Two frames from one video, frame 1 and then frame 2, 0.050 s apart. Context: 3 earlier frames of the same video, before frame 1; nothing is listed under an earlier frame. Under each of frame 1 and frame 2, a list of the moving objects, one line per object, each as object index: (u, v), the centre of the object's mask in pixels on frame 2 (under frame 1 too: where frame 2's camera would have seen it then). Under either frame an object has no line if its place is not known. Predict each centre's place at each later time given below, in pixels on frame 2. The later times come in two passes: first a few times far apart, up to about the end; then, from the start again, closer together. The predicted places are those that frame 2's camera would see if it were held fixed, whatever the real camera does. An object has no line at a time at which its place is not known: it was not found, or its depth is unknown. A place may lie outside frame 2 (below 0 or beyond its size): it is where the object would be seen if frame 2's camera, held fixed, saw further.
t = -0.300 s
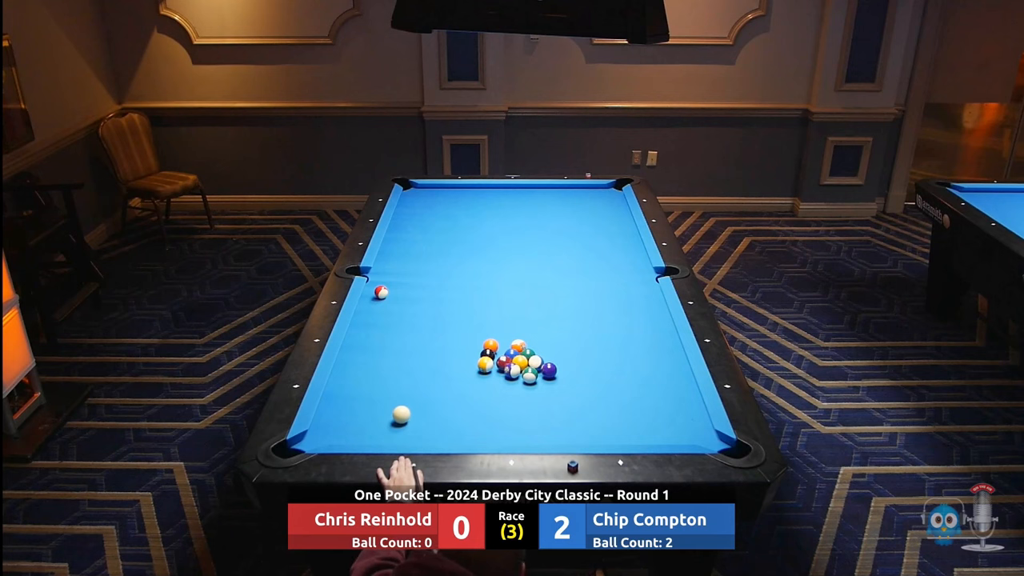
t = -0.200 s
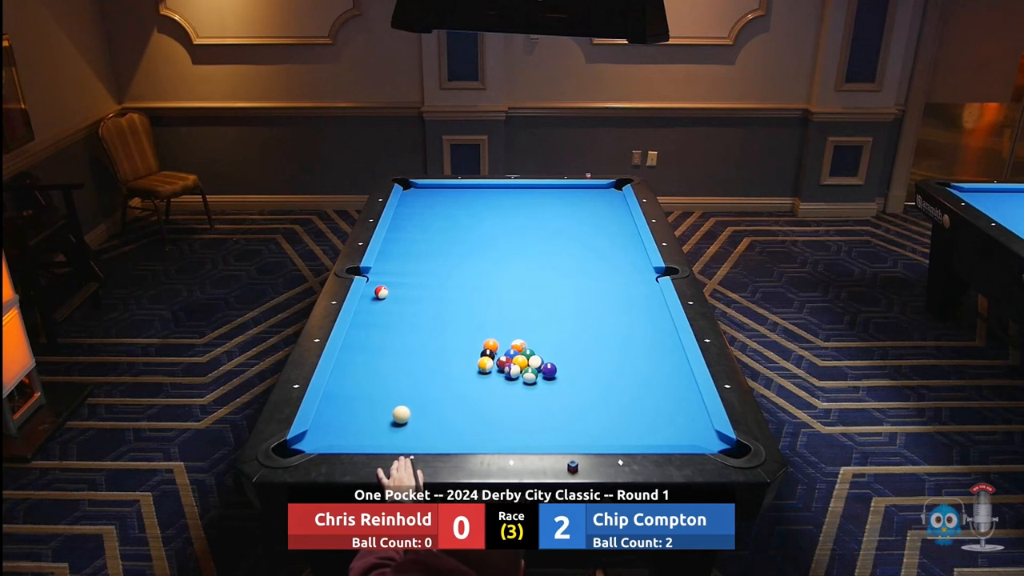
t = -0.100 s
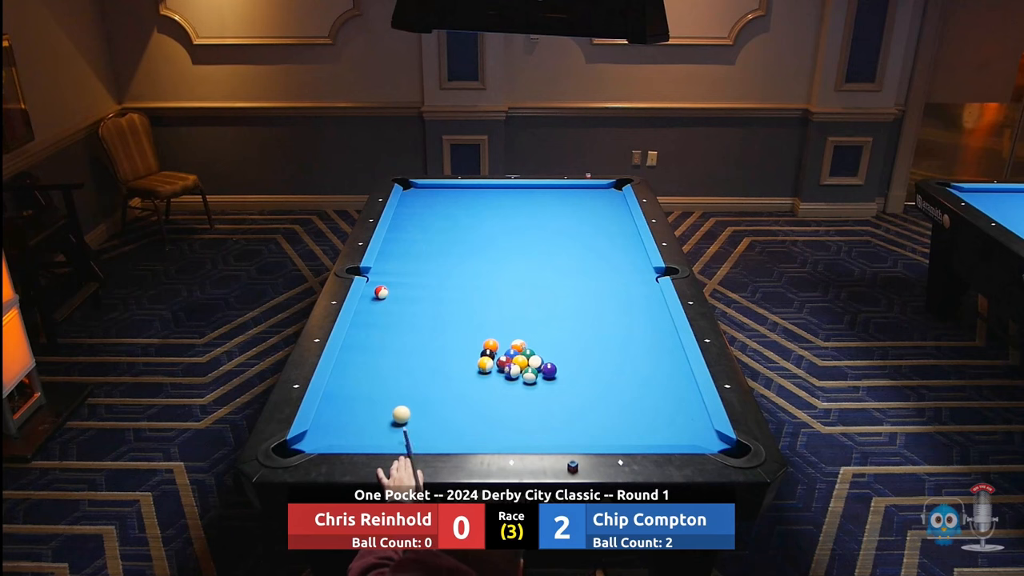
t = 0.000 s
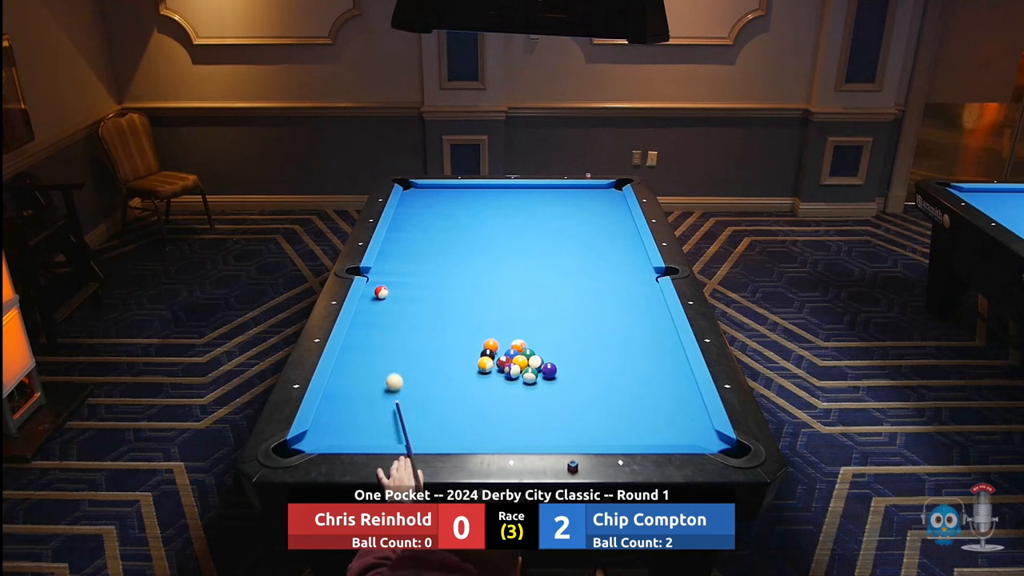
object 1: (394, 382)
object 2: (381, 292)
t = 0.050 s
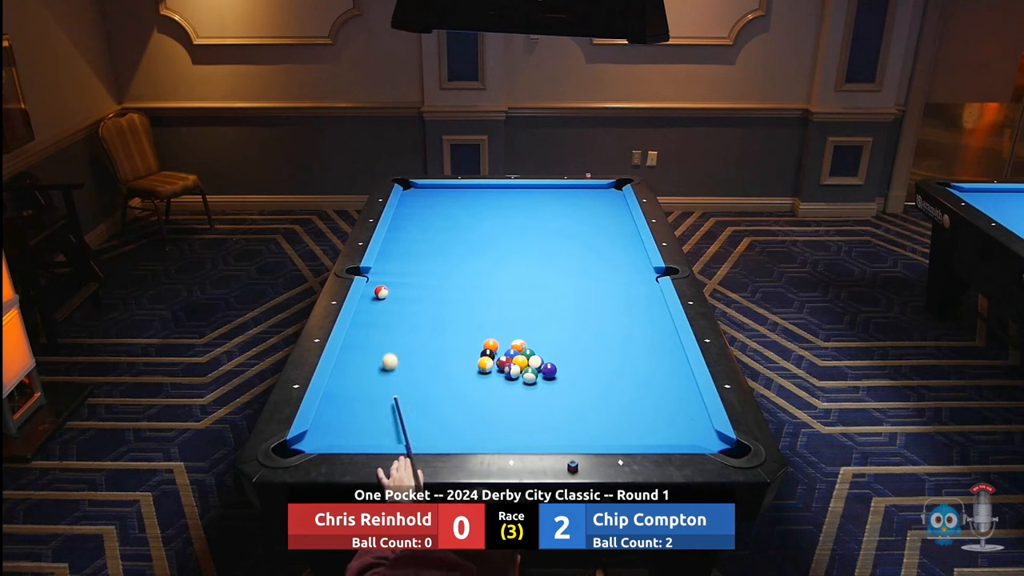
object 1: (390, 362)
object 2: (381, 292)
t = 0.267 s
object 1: (371, 297)
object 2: (384, 290)
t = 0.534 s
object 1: (419, 287)
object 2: (428, 249)
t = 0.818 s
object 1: (465, 271)
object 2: (458, 222)
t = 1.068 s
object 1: (501, 259)
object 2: (480, 201)
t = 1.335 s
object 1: (535, 247)
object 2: (499, 188)
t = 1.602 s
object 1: (567, 237)
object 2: (509, 200)
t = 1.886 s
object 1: (598, 227)
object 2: (520, 211)
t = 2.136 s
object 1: (622, 219)
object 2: (530, 221)
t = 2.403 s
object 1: (614, 213)
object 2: (541, 233)
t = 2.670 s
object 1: (599, 208)
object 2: (553, 245)
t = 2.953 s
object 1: (584, 203)
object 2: (565, 257)
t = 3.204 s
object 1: (572, 199)
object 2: (577, 269)
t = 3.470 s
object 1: (561, 196)
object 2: (589, 282)
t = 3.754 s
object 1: (549, 192)
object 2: (602, 296)
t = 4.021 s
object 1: (540, 189)
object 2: (615, 310)
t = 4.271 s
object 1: (531, 187)
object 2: (628, 323)
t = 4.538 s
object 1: (525, 187)
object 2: (641, 337)
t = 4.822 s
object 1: (520, 188)
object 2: (655, 352)
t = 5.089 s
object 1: (516, 189)
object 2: (669, 366)
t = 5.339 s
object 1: (513, 189)
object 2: (681, 380)
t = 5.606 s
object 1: (510, 190)
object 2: (690, 394)
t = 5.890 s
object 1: (508, 191)
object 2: (690, 407)
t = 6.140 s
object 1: (507, 191)
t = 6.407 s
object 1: (506, 191)
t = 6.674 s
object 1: (506, 191)
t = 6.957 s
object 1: (507, 191)
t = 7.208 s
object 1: (507, 191)
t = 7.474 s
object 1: (507, 191)
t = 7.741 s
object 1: (507, 191)
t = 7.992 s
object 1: (507, 191)
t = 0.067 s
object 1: (388, 355)
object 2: (381, 292)
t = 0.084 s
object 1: (387, 349)
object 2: (381, 292)
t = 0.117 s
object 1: (384, 338)
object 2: (381, 292)
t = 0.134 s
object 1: (383, 332)
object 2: (381, 292)
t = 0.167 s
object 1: (380, 322)
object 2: (381, 292)
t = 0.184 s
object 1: (379, 317)
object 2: (381, 292)
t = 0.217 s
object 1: (377, 307)
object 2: (381, 292)
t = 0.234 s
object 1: (376, 303)
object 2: (381, 291)
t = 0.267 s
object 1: (371, 297)
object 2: (384, 290)
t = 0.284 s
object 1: (367, 296)
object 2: (387, 287)
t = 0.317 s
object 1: (374, 295)
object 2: (394, 281)
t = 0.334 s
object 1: (378, 295)
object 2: (397, 278)
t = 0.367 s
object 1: (386, 294)
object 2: (403, 272)
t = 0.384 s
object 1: (390, 293)
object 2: (405, 270)
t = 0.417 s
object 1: (398, 292)
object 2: (411, 264)
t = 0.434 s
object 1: (401, 292)
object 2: (414, 262)
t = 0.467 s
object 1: (407, 290)
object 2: (419, 257)
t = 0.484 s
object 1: (411, 289)
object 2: (421, 255)
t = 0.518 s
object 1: (417, 288)
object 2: (425, 251)
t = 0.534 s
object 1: (419, 287)
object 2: (428, 249)
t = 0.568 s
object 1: (425, 285)
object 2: (431, 246)
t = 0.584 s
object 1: (428, 284)
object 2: (433, 244)
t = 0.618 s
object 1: (433, 282)
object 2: (437, 241)
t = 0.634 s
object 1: (436, 281)
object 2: (439, 239)
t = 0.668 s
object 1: (441, 279)
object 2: (443, 236)
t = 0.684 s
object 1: (444, 278)
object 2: (444, 234)
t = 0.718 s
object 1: (449, 277)
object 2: (448, 231)
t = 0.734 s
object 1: (452, 276)
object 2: (450, 229)
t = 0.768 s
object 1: (457, 274)
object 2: (453, 226)
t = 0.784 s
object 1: (460, 273)
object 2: (454, 225)
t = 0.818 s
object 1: (465, 271)
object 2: (458, 222)
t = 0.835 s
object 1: (467, 270)
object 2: (459, 221)
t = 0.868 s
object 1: (472, 269)
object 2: (463, 217)
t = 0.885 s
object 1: (475, 268)
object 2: (464, 216)
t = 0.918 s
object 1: (479, 266)
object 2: (467, 214)
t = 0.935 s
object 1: (482, 265)
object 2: (469, 212)
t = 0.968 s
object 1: (487, 264)
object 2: (472, 210)
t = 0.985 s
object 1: (489, 263)
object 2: (473, 208)
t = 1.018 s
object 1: (494, 261)
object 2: (476, 205)
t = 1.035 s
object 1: (496, 261)
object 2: (478, 204)
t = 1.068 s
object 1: (501, 259)
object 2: (480, 201)
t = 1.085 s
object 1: (503, 258)
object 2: (481, 200)
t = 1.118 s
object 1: (507, 257)
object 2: (484, 198)
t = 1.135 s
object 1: (509, 256)
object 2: (486, 196)
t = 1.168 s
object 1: (514, 254)
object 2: (488, 194)
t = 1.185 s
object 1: (516, 254)
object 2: (490, 193)
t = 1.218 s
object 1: (520, 252)
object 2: (492, 191)
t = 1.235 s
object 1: (523, 252)
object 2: (493, 190)
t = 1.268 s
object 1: (527, 250)
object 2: (496, 187)
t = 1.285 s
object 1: (529, 249)
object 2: (497, 186)
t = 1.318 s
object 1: (533, 248)
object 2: (499, 187)
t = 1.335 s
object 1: (535, 247)
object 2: (499, 188)
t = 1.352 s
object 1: (537, 246)
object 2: (500, 189)
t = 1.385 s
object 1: (542, 245)
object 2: (501, 191)
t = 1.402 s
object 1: (544, 245)
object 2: (501, 192)
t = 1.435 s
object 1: (547, 243)
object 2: (503, 193)
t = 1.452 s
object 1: (550, 243)
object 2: (503, 194)
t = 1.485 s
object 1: (553, 241)
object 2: (505, 195)
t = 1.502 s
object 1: (555, 241)
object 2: (506, 196)
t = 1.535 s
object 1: (559, 239)
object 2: (506, 197)
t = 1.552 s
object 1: (561, 239)
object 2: (507, 198)
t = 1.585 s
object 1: (565, 238)
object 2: (509, 199)
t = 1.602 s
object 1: (567, 237)
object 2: (509, 200)
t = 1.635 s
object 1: (571, 236)
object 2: (510, 201)
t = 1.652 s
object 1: (573, 235)
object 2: (511, 201)
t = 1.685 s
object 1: (576, 234)
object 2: (512, 203)
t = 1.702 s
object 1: (578, 233)
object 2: (513, 204)
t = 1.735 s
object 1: (582, 232)
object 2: (514, 205)
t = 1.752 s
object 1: (584, 231)
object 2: (515, 205)
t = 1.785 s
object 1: (587, 230)
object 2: (516, 207)
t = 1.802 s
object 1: (589, 230)
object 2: (517, 208)
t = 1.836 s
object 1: (592, 228)
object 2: (518, 209)
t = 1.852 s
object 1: (594, 228)
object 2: (519, 210)
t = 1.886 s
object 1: (598, 227)
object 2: (520, 211)
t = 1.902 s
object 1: (599, 226)
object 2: (521, 212)
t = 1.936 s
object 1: (603, 225)
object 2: (522, 213)
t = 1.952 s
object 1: (604, 224)
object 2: (523, 214)
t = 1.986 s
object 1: (608, 224)
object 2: (524, 215)
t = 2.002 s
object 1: (609, 223)
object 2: (524, 216)
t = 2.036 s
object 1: (613, 222)
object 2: (526, 217)
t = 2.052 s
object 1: (614, 221)
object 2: (527, 218)
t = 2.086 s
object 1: (617, 220)
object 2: (528, 219)
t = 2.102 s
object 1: (619, 220)
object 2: (529, 220)
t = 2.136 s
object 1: (622, 219)
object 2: (530, 221)
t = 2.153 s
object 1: (624, 218)
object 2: (531, 222)
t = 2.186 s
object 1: (627, 217)
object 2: (532, 224)
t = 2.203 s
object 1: (627, 216)
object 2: (533, 224)
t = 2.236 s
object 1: (624, 216)
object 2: (534, 225)
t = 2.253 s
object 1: (623, 216)
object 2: (535, 226)
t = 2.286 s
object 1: (621, 215)
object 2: (536, 227)
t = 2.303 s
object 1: (620, 215)
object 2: (537, 228)
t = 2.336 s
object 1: (618, 214)
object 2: (538, 230)
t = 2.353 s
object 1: (617, 213)
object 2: (539, 231)
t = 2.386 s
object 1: (615, 213)
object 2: (540, 232)
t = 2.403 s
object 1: (614, 213)
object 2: (541, 233)
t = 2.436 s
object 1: (612, 212)
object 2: (542, 234)
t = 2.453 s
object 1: (611, 212)
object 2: (543, 235)
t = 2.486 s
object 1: (609, 211)
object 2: (545, 236)
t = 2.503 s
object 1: (608, 211)
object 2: (545, 237)
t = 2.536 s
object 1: (606, 210)
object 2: (547, 239)
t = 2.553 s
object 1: (605, 210)
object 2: (547, 239)
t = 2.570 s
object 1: (604, 210)
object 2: (548, 240)
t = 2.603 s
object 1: (602, 209)
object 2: (550, 241)
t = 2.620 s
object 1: (602, 209)
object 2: (551, 242)
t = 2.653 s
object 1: (600, 208)
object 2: (552, 244)
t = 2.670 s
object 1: (599, 208)
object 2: (553, 245)
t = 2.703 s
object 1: (597, 207)
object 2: (554, 246)
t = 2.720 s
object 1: (596, 207)
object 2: (555, 247)
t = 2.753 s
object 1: (594, 206)
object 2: (556, 248)
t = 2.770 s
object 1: (594, 206)
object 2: (557, 249)
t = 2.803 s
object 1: (592, 205)
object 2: (558, 251)
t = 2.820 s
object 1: (591, 205)
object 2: (559, 251)
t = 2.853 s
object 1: (589, 205)
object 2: (561, 253)
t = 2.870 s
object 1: (588, 204)
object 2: (561, 253)
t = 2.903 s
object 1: (587, 204)
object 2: (563, 255)
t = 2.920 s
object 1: (586, 204)
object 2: (564, 256)
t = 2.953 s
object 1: (584, 203)
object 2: (565, 257)
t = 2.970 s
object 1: (583, 203)
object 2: (566, 258)
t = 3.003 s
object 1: (582, 202)
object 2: (568, 260)
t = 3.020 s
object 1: (581, 202)
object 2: (568, 261)
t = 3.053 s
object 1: (579, 201)
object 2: (570, 262)
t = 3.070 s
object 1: (578, 201)
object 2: (570, 263)
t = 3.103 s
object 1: (577, 201)
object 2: (572, 265)
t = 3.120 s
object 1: (576, 200)
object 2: (573, 265)
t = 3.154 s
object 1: (575, 200)
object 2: (575, 267)
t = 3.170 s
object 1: (574, 200)
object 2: (575, 268)
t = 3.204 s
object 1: (572, 199)
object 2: (577, 269)
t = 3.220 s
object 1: (572, 199)
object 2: (578, 270)
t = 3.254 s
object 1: (570, 198)
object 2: (579, 272)
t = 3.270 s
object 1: (569, 198)
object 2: (580, 273)
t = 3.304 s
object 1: (568, 198)
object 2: (581, 274)
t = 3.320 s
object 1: (567, 198)
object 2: (582, 275)
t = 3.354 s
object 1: (566, 197)
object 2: (583, 277)
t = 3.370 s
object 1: (565, 197)
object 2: (584, 277)
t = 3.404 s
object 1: (563, 197)
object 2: (586, 279)
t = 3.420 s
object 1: (563, 196)
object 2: (587, 280)
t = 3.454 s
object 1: (561, 196)
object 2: (588, 281)
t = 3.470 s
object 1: (561, 196)
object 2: (589, 282)
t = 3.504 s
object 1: (559, 195)
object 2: (591, 284)
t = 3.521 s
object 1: (558, 195)
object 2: (592, 284)
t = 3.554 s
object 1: (557, 195)
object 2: (593, 286)
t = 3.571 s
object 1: (556, 194)
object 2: (594, 287)
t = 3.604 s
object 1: (555, 194)
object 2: (595, 289)
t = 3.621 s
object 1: (554, 194)
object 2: (596, 290)
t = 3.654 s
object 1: (553, 193)
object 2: (598, 291)
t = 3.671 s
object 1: (552, 193)
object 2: (599, 292)
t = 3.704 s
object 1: (551, 193)
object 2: (600, 294)
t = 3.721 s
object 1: (550, 193)
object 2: (601, 295)
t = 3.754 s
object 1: (549, 192)
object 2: (602, 296)
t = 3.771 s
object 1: (549, 192)
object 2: (603, 297)
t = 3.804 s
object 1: (547, 192)
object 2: (605, 299)
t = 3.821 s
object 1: (547, 191)
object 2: (606, 299)
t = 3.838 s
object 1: (546, 191)
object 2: (607, 300)
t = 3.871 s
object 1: (545, 191)
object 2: (608, 302)
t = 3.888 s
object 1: (544, 191)
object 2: (609, 303)
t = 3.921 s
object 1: (543, 190)
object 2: (610, 305)
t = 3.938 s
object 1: (542, 190)
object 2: (611, 306)
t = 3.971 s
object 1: (541, 190)
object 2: (613, 307)
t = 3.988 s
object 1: (541, 190)
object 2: (613, 308)
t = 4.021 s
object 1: (540, 189)
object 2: (615, 310)
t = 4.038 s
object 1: (539, 189)
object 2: (616, 311)
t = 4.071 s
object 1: (538, 189)
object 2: (618, 312)
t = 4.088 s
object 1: (537, 189)
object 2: (619, 313)
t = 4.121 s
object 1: (536, 188)
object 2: (620, 315)
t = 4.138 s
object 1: (536, 188)
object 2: (621, 316)
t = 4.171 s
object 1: (534, 188)
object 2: (623, 318)
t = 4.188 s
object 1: (534, 188)
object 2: (623, 318)
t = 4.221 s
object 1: (533, 187)
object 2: (625, 320)
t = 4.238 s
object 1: (532, 187)
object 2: (626, 321)
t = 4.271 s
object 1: (531, 187)
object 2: (628, 323)
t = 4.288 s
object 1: (531, 187)
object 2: (628, 324)
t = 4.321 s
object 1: (530, 186)
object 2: (630, 326)
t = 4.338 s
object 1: (529, 186)
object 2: (631, 327)
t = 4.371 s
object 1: (528, 186)
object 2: (633, 328)
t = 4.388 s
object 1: (528, 186)
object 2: (633, 329)
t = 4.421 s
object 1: (527, 186)
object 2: (635, 331)
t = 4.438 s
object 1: (527, 186)
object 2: (636, 332)
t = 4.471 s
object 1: (526, 186)
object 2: (637, 333)
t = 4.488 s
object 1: (526, 186)
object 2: (639, 334)
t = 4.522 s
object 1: (525, 187)
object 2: (640, 336)
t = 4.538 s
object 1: (525, 187)
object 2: (641, 337)
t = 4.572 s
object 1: (524, 187)
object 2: (642, 338)
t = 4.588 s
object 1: (524, 187)
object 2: (644, 339)
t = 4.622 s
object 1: (523, 187)
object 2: (645, 341)
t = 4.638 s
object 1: (523, 187)
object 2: (646, 342)
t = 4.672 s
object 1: (522, 187)
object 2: (648, 344)
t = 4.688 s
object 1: (522, 187)
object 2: (649, 345)
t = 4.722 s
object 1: (522, 187)
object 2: (650, 347)
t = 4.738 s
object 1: (521, 188)
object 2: (651, 347)
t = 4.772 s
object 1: (521, 188)
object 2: (653, 349)
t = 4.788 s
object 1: (520, 188)
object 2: (654, 350)
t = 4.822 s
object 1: (520, 188)
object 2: (655, 352)
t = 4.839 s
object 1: (519, 188)
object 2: (656, 353)
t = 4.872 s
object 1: (519, 188)
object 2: (658, 355)
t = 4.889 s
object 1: (519, 188)
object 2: (658, 356)
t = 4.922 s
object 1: (518, 188)
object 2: (660, 357)
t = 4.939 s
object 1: (518, 188)
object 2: (661, 358)
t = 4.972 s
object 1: (517, 188)
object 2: (663, 360)
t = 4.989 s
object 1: (517, 188)
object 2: (664, 361)
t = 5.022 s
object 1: (517, 189)
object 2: (665, 362)
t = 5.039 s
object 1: (516, 188)
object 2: (666, 363)
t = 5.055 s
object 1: (516, 189)
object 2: (667, 364)
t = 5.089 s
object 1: (516, 189)
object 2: (669, 366)
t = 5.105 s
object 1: (516, 189)
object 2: (669, 367)
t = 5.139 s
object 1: (515, 189)
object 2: (671, 369)
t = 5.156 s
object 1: (515, 189)
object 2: (672, 370)
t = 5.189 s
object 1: (514, 189)
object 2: (674, 372)
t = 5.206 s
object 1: (514, 189)
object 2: (675, 373)
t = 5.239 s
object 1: (514, 189)
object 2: (676, 374)
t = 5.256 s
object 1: (514, 189)
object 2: (677, 375)
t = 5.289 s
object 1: (513, 189)
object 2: (679, 377)
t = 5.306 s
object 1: (513, 190)
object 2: (679, 378)
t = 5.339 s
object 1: (513, 189)
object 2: (681, 380)
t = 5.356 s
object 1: (512, 190)
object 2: (682, 381)
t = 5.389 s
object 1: (512, 190)
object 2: (684, 383)
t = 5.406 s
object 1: (512, 190)
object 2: (684, 384)
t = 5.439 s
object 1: (512, 190)
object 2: (686, 385)
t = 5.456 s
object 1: (511, 190)
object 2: (687, 386)
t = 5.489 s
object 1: (511, 190)
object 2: (689, 388)
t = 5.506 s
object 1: (511, 190)
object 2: (690, 389)
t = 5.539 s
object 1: (511, 190)
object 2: (690, 390)
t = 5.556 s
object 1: (510, 190)
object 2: (691, 391)
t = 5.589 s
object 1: (510, 190)
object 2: (690, 393)
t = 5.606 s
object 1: (510, 190)
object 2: (690, 394)
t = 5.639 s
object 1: (510, 190)
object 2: (690, 395)
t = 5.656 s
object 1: (510, 190)
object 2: (690, 396)
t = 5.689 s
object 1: (509, 190)
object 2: (690, 397)
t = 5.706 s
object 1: (509, 190)
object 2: (690, 398)
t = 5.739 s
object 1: (509, 190)
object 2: (691, 400)
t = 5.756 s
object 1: (509, 190)
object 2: (690, 400)
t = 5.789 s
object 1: (509, 191)
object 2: (690, 402)
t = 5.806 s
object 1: (509, 191)
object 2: (690, 403)
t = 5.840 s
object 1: (508, 191)
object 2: (691, 405)
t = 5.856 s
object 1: (508, 191)
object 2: (691, 405)
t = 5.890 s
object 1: (508, 191)
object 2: (690, 407)
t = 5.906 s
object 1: (508, 191)
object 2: (690, 408)
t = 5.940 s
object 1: (508, 191)
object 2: (690, 409)
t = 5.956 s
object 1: (508, 191)
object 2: (690, 410)
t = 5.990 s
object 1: (507, 191)
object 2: (690, 411)
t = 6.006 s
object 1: (507, 191)
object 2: (690, 412)
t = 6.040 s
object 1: (507, 191)
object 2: (690, 414)
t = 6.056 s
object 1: (507, 191)
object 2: (690, 414)
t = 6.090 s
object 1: (507, 191)
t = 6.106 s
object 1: (507, 191)
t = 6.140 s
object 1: (507, 191)
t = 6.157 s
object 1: (507, 191)
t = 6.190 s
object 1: (507, 191)
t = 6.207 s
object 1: (507, 191)
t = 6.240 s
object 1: (507, 191)
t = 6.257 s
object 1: (507, 191)
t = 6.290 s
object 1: (506, 191)
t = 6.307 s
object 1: (506, 191)
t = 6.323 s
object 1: (506, 191)
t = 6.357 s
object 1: (506, 191)
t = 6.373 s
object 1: (506, 191)
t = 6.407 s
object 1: (506, 191)
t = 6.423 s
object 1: (506, 191)
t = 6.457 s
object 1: (506, 191)
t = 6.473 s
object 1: (506, 191)
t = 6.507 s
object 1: (506, 191)
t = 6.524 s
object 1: (506, 191)
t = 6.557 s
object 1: (506, 191)
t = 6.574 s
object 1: (506, 191)
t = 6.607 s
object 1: (506, 191)
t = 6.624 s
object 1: (506, 191)
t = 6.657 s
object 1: (506, 191)
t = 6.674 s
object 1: (506, 191)
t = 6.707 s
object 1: (506, 191)
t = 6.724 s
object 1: (506, 191)
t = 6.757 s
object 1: (507, 191)
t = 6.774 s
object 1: (507, 191)
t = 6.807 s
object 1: (507, 191)
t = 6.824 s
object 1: (507, 191)
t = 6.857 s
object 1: (507, 191)
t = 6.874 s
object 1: (507, 191)
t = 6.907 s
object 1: (507, 191)
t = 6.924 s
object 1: (507, 191)
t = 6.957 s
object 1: (507, 191)
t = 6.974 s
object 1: (507, 191)
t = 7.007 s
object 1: (507, 191)
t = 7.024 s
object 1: (507, 191)
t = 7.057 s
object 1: (507, 191)
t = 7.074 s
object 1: (507, 191)
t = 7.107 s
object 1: (507, 191)
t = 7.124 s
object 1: (507, 191)
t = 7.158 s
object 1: (507, 191)
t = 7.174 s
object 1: (507, 191)
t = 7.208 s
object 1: (507, 191)
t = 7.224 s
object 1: (507, 191)
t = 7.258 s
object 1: (507, 191)
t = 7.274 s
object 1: (507, 191)
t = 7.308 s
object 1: (507, 191)
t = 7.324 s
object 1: (507, 191)
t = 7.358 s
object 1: (507, 191)
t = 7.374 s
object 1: (507, 191)
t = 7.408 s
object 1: (507, 191)
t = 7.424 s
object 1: (507, 191)
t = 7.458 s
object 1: (507, 191)
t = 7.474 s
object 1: (507, 191)
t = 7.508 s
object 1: (507, 191)
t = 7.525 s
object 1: (507, 191)
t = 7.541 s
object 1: (507, 191)
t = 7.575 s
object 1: (507, 191)
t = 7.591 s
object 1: (507, 191)
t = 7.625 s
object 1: (507, 191)
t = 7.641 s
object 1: (507, 191)
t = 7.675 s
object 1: (507, 191)
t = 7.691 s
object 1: (507, 191)
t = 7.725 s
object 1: (507, 191)
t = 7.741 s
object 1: (507, 191)
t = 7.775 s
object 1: (507, 191)
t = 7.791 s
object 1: (507, 191)
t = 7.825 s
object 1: (507, 191)
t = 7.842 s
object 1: (507, 191)
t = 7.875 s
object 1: (507, 191)
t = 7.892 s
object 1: (507, 191)
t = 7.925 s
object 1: (507, 191)
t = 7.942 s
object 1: (507, 191)
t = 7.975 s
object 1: (507, 191)
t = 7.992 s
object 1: (507, 191)
